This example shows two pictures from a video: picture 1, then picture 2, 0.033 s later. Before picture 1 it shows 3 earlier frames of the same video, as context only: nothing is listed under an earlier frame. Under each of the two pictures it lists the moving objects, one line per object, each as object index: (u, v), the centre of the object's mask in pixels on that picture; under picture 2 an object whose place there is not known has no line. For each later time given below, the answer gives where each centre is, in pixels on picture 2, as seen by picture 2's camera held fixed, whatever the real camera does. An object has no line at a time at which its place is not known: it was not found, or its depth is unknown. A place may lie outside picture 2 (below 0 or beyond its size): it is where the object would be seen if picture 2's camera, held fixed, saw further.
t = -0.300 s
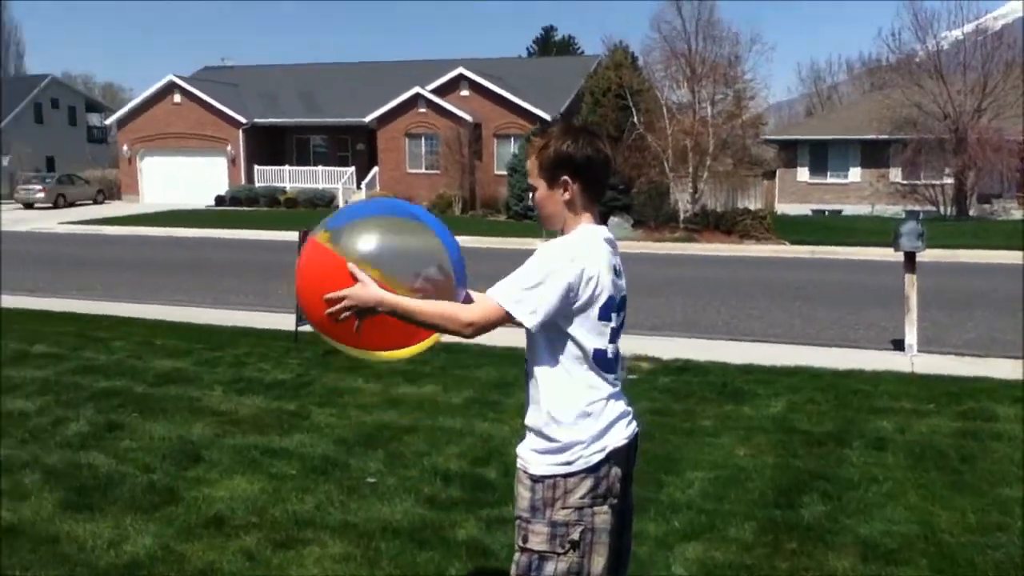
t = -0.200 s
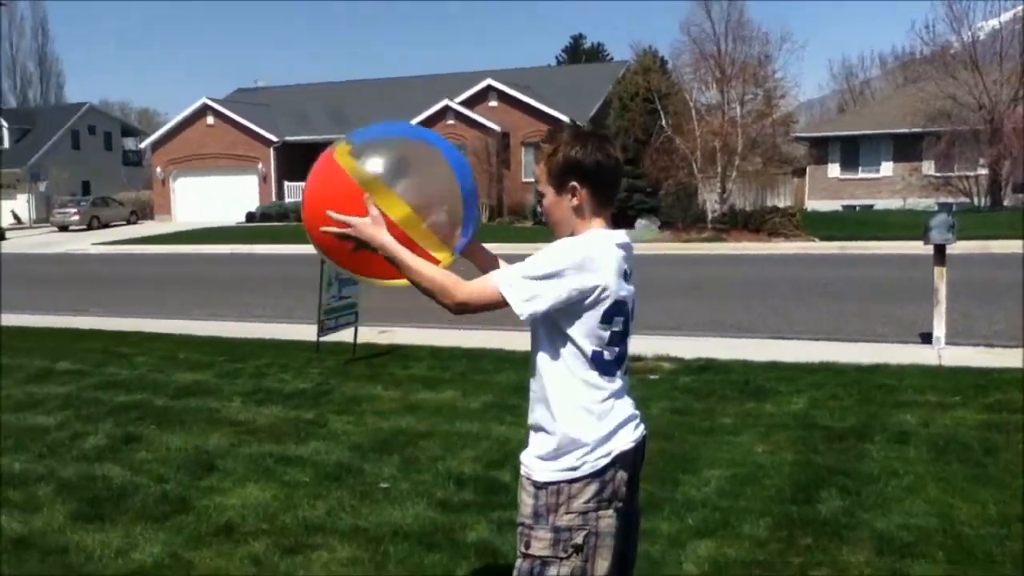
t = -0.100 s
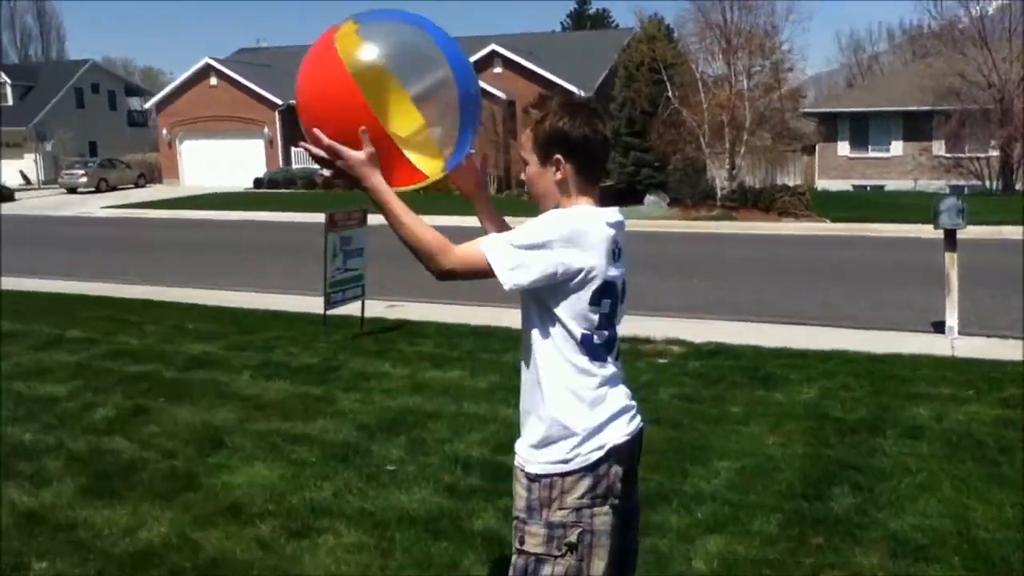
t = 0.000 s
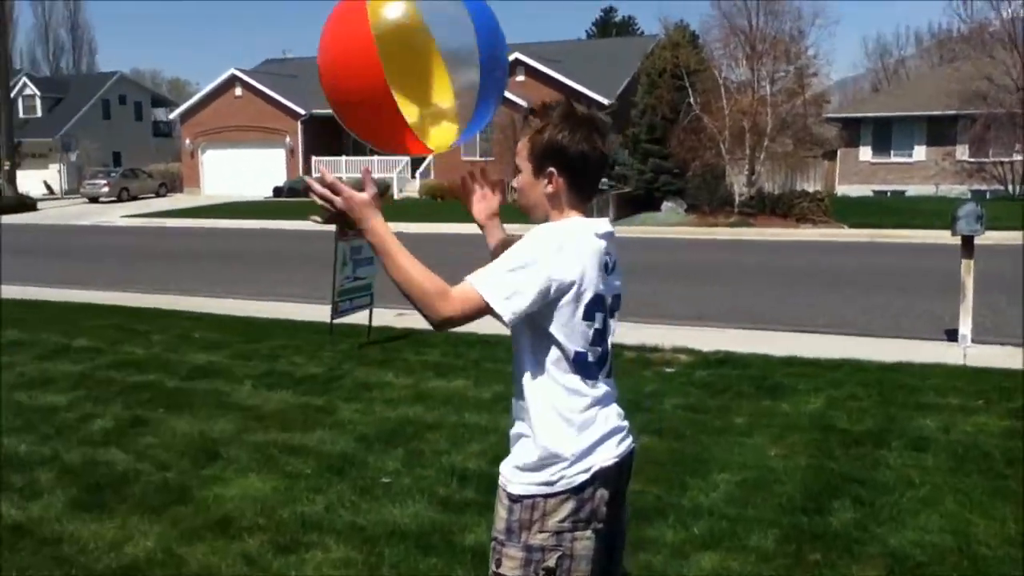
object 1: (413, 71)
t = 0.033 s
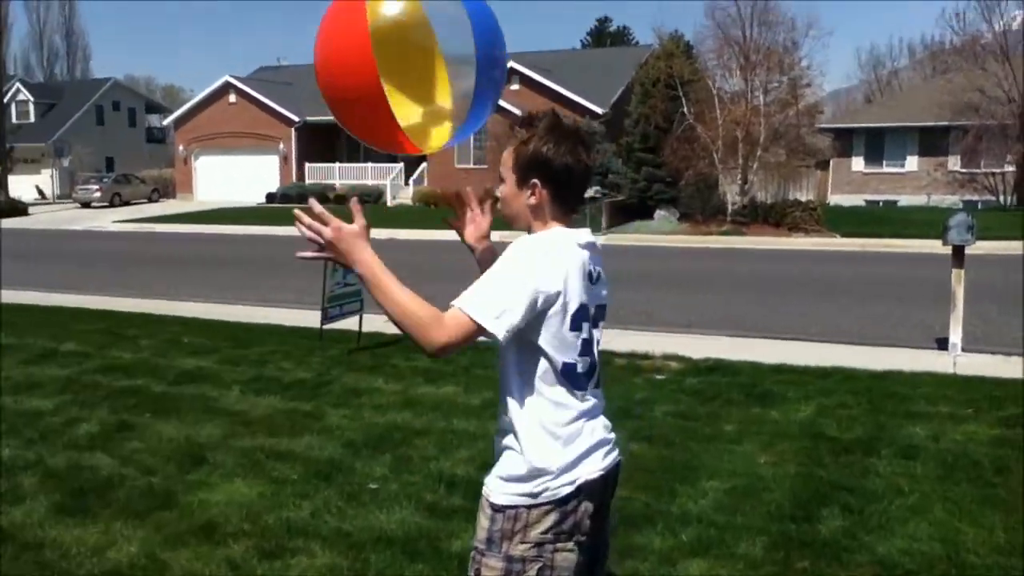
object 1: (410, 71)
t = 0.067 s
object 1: (410, 69)
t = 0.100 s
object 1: (410, 69)
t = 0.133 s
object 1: (421, 71)
